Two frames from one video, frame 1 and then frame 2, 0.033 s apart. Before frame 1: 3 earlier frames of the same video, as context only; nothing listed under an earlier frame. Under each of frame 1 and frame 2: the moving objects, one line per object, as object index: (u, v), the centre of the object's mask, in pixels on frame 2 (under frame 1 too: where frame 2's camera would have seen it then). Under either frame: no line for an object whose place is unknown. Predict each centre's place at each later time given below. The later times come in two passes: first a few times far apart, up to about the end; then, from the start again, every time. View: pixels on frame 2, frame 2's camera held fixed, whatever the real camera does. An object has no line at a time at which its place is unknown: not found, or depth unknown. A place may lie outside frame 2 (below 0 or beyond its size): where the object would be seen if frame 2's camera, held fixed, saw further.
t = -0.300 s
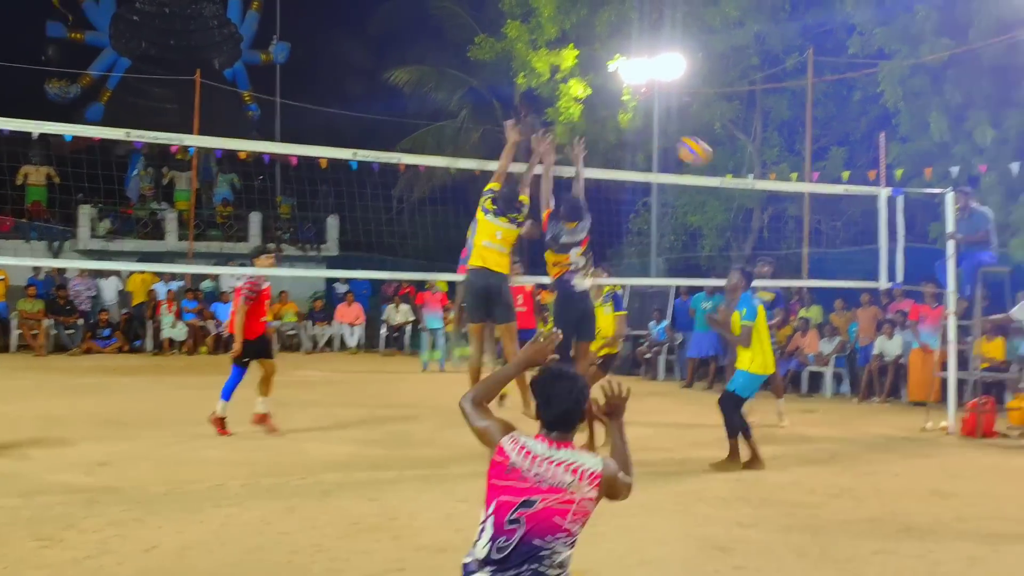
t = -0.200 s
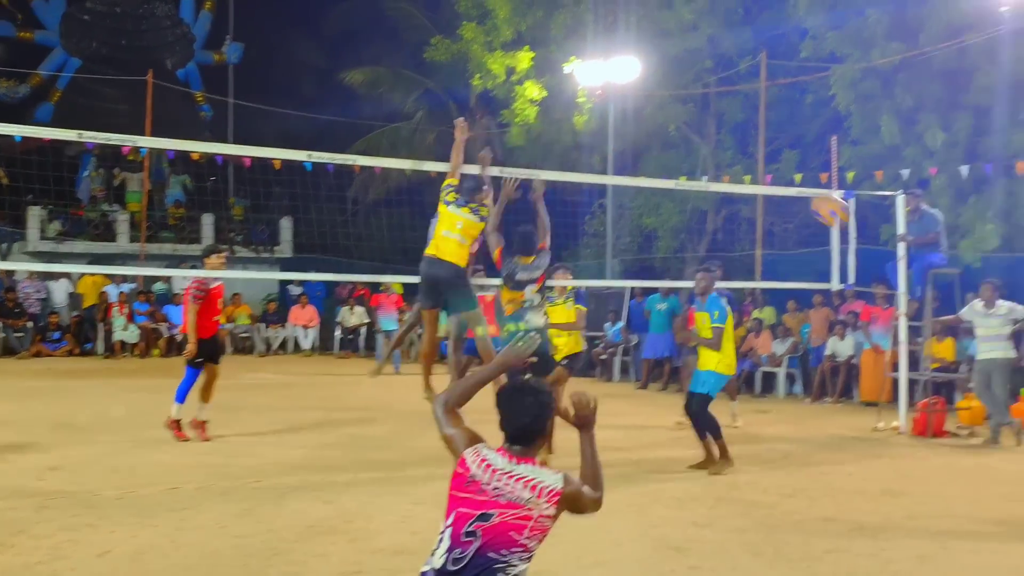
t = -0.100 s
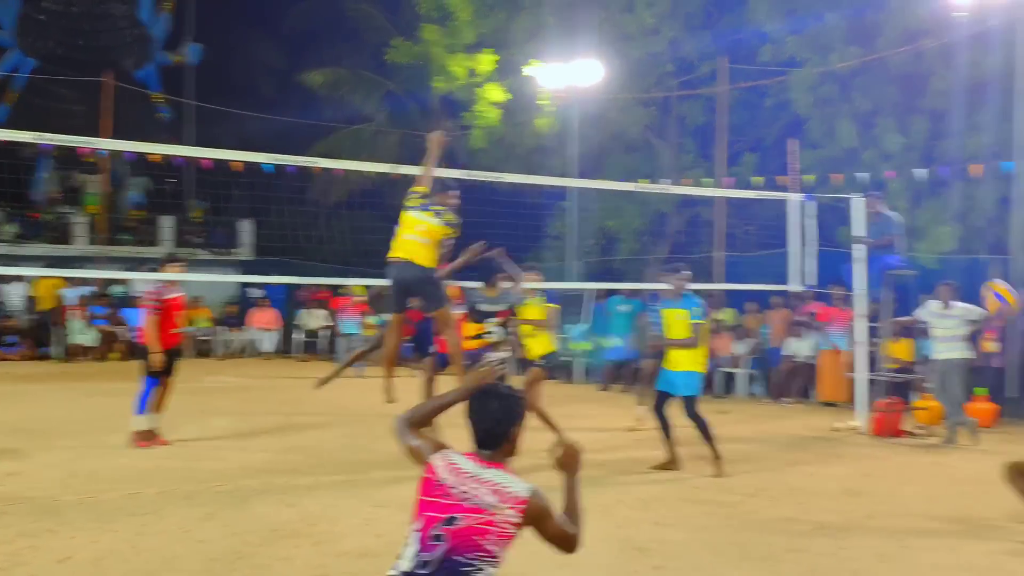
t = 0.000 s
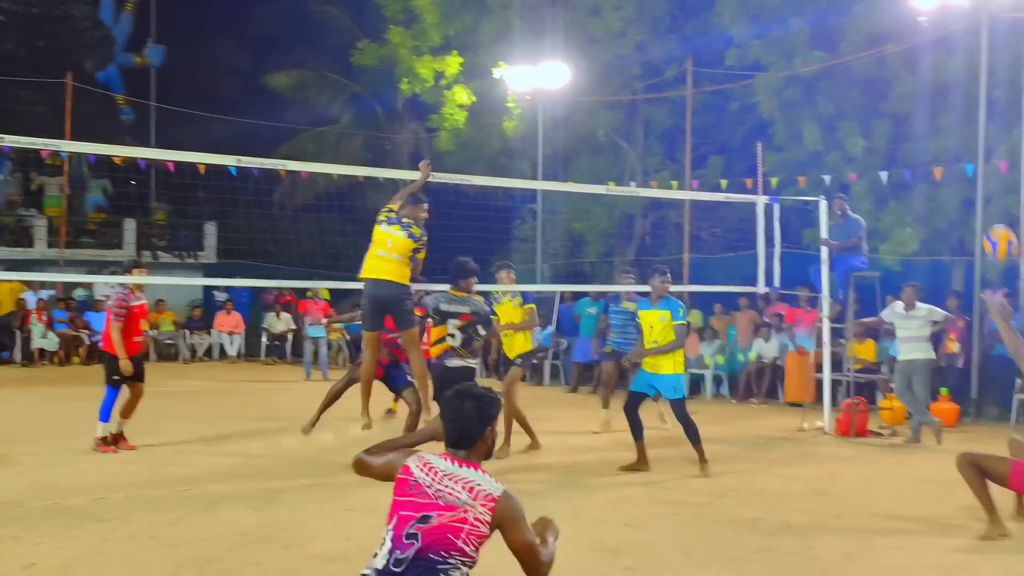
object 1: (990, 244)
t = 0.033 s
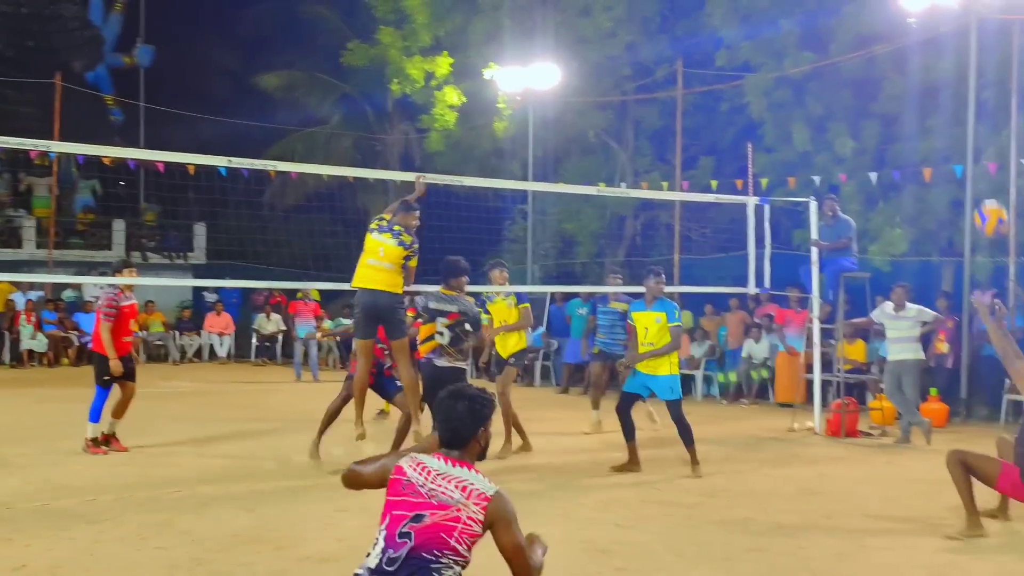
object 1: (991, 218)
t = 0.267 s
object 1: (1004, 80)
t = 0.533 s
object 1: (1017, 16)
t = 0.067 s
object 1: (993, 193)
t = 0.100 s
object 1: (995, 170)
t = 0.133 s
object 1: (997, 149)
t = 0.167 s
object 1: (998, 128)
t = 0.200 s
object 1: (1001, 111)
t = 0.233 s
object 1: (1003, 94)
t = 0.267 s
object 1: (1004, 80)
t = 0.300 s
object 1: (1006, 66)
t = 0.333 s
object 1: (1007, 54)
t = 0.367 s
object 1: (1009, 44)
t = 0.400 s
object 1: (1010, 35)
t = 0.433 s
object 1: (1012, 28)
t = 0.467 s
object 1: (1014, 22)
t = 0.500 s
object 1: (1016, 18)
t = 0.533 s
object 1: (1017, 16)
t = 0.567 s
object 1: (1019, 16)
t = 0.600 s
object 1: (1020, 17)
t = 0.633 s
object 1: (1022, 21)
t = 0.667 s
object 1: (1023, 25)
